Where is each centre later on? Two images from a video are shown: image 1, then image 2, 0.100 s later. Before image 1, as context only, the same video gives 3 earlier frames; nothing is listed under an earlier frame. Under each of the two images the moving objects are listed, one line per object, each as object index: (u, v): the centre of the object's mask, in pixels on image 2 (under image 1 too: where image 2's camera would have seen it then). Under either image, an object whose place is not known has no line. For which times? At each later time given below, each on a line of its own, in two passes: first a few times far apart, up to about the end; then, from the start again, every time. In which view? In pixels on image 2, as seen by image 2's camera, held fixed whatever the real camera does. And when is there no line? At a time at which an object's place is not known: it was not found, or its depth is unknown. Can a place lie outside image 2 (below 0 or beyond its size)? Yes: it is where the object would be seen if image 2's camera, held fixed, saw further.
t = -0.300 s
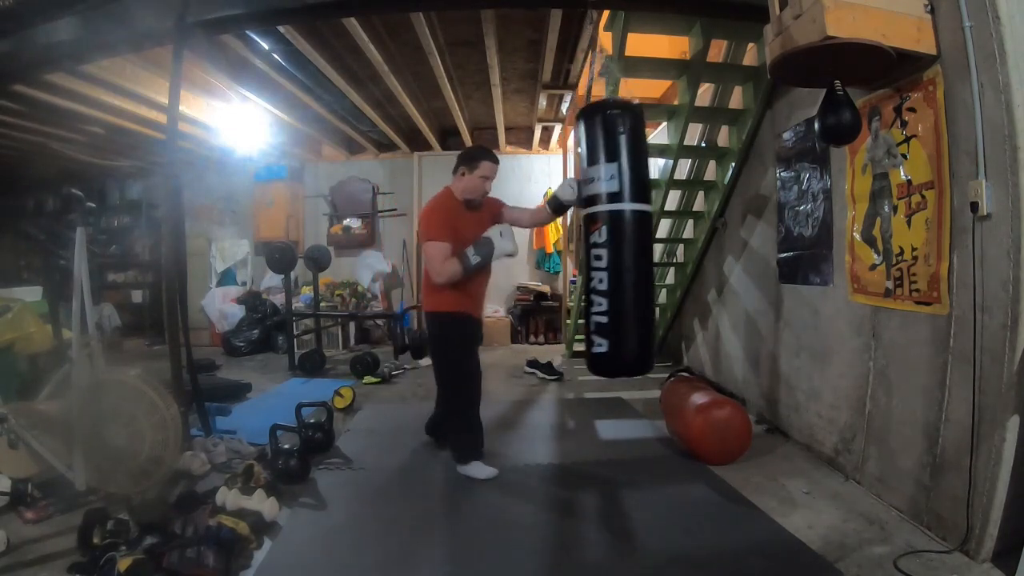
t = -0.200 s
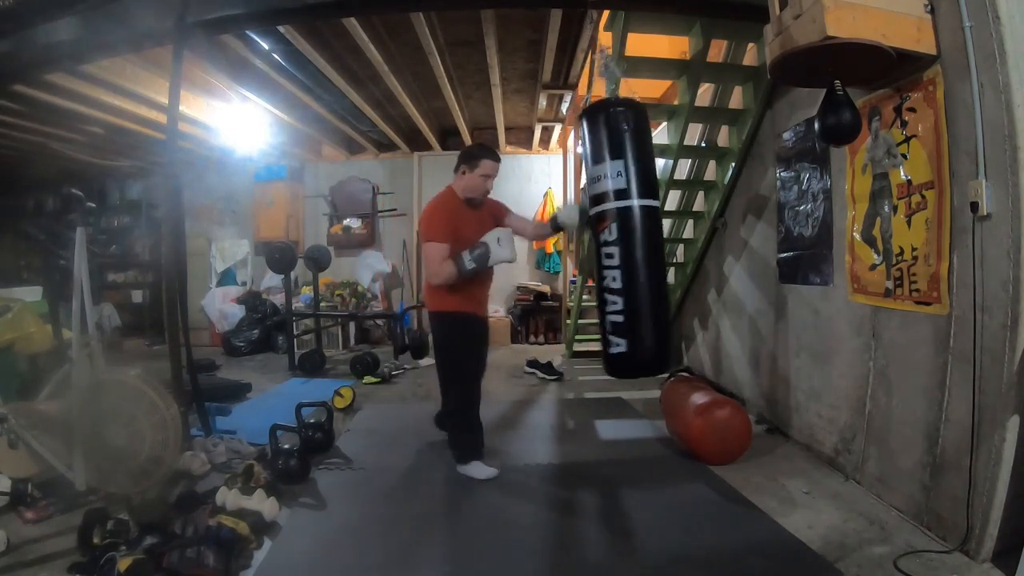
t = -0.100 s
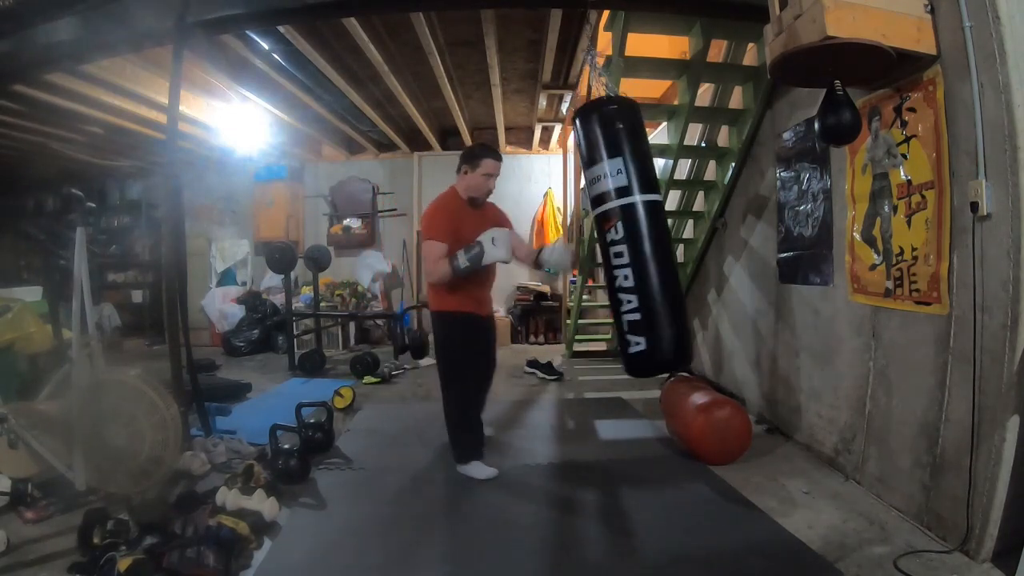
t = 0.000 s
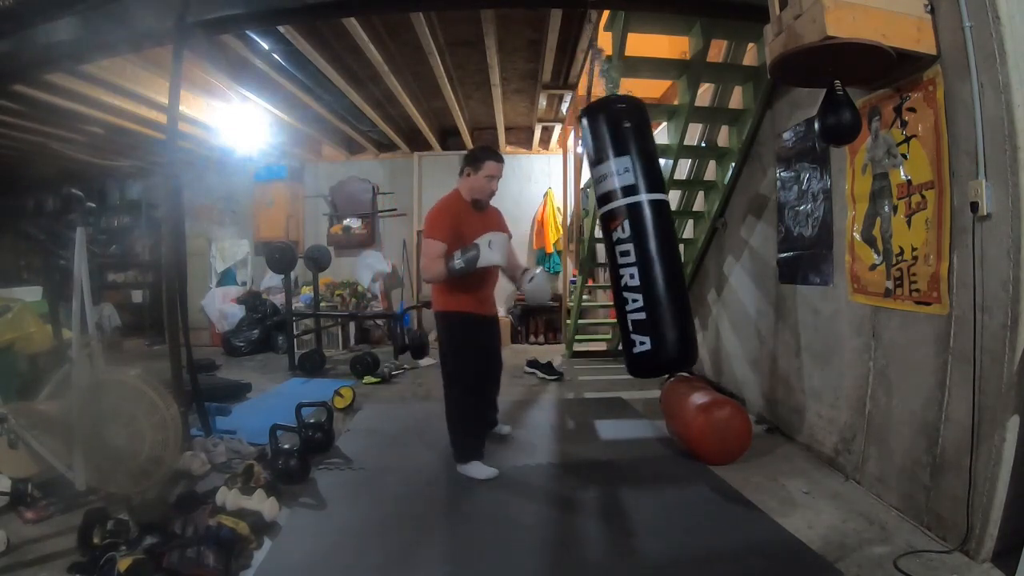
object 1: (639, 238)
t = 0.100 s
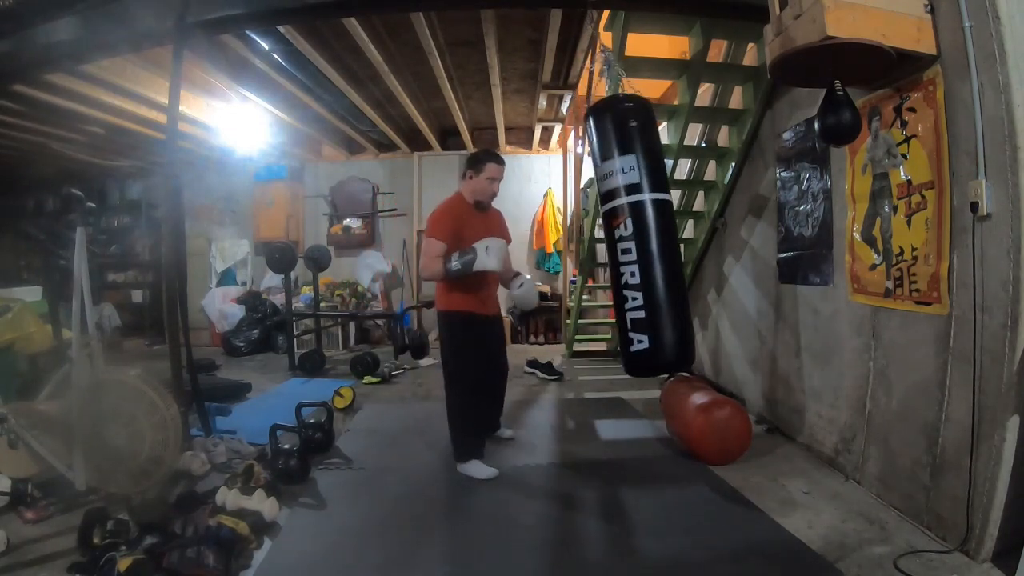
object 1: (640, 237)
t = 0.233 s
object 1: (634, 238)
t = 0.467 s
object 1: (613, 241)
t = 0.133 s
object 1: (640, 238)
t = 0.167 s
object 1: (638, 238)
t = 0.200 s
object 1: (636, 238)
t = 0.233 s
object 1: (634, 238)
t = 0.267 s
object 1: (632, 238)
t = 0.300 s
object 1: (629, 239)
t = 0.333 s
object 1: (627, 240)
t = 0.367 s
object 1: (623, 239)
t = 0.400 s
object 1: (620, 240)
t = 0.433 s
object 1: (617, 240)
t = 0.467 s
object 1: (613, 241)
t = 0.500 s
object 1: (609, 241)
